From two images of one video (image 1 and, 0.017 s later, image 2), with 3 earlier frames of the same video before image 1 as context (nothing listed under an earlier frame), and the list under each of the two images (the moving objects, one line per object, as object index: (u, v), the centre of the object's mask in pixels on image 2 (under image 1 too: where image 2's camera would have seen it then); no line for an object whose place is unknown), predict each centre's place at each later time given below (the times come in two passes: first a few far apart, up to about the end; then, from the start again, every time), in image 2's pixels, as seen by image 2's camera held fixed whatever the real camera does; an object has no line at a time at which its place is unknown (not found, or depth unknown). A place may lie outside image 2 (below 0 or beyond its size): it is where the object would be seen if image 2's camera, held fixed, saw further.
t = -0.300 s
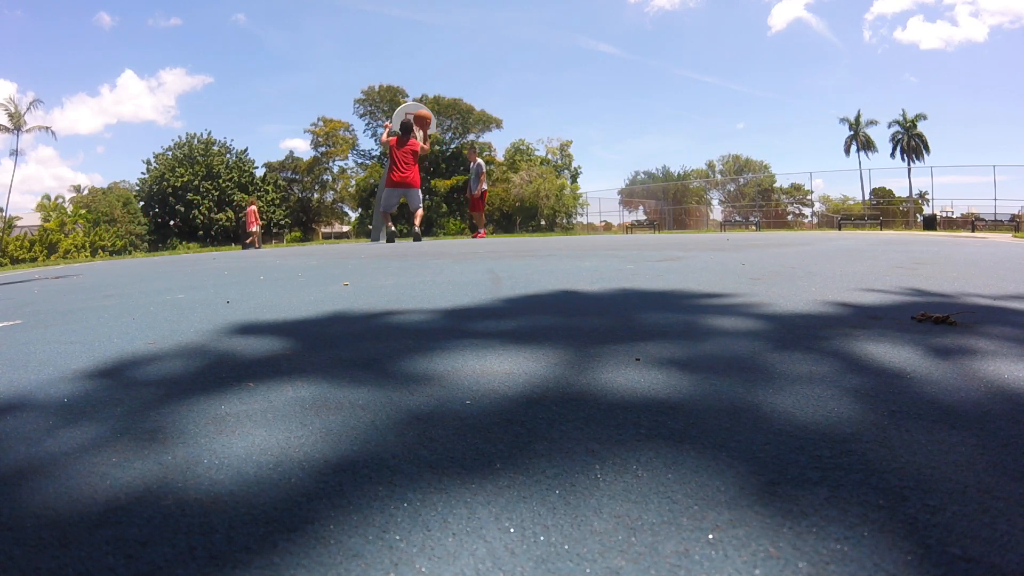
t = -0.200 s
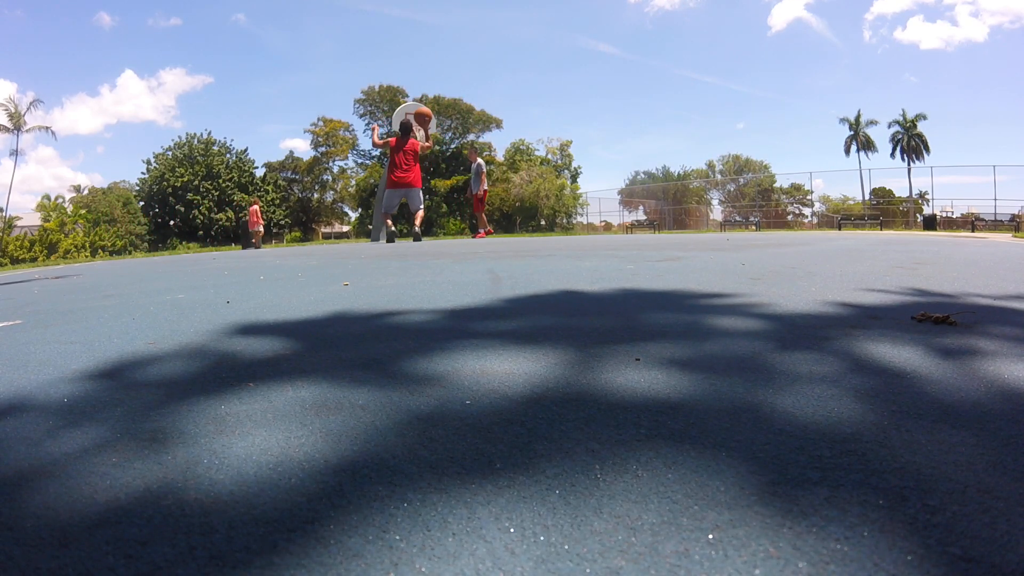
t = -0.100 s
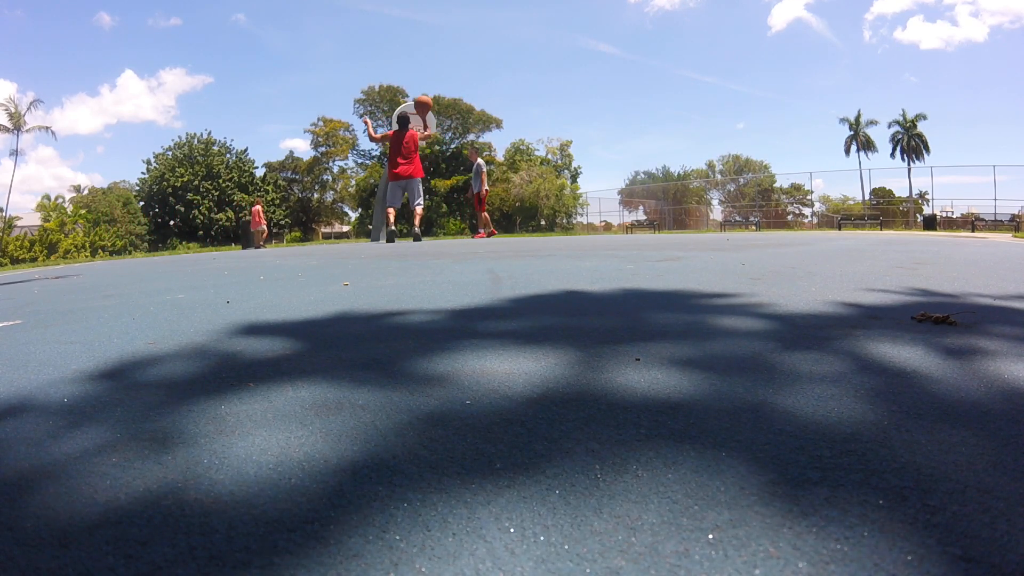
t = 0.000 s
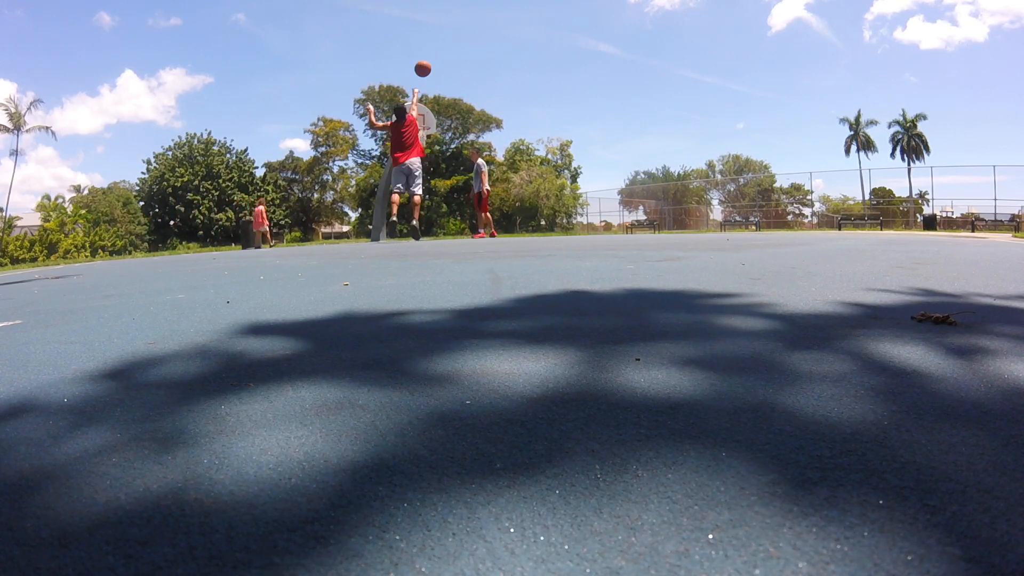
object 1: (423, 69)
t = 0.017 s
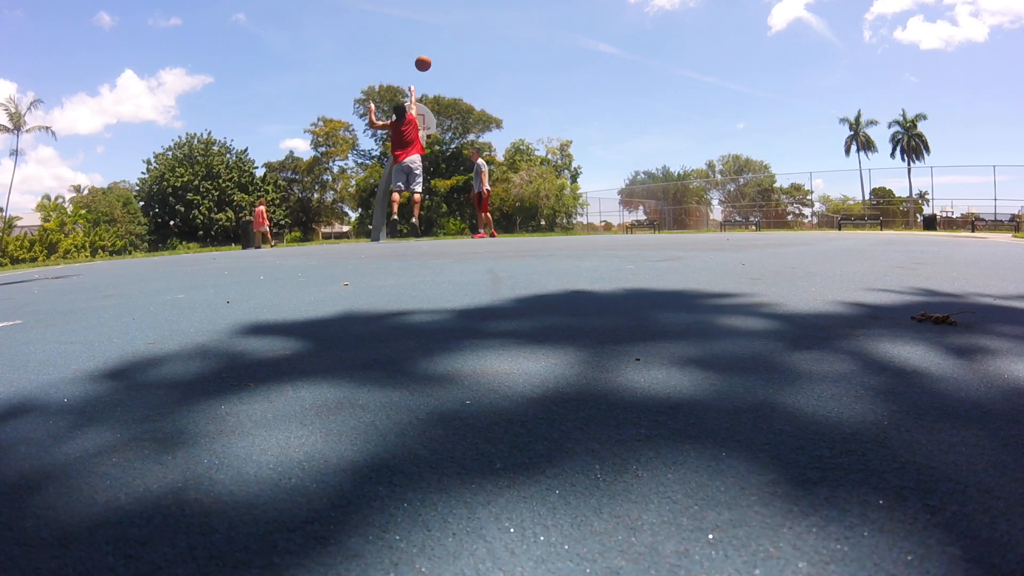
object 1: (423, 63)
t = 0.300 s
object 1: (426, 15)
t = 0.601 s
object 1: (429, 16)
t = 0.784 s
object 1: (430, 33)
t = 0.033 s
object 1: (423, 58)
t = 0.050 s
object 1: (423, 54)
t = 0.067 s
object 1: (423, 49)
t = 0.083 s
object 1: (424, 45)
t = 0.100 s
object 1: (424, 42)
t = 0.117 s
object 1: (424, 38)
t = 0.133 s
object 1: (424, 35)
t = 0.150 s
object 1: (424, 32)
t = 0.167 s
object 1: (425, 29)
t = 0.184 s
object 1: (425, 27)
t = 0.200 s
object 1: (425, 25)
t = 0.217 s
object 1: (425, 23)
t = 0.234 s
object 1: (426, 21)
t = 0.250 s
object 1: (426, 19)
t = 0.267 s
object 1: (426, 17)
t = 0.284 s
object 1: (426, 16)
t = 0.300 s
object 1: (426, 15)
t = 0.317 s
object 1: (426, 14)
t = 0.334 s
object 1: (427, 13)
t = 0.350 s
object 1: (427, 13)
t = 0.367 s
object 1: (427, 12)
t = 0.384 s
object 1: (427, 12)
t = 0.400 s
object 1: (427, 11)
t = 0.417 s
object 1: (427, 11)
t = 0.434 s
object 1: (428, 11)
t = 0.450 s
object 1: (428, 11)
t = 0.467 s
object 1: (428, 11)
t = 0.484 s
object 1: (428, 11)
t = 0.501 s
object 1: (428, 12)
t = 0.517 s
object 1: (428, 12)
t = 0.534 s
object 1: (428, 13)
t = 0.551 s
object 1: (429, 14)
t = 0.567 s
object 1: (429, 15)
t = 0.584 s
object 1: (429, 15)
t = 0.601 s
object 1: (429, 16)
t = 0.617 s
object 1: (429, 18)
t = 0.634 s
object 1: (429, 19)
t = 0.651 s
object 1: (429, 20)
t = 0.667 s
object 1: (429, 22)
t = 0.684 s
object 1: (430, 23)
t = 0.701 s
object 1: (430, 25)
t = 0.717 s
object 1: (430, 26)
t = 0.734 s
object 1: (430, 28)
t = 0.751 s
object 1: (430, 30)
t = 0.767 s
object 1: (430, 31)
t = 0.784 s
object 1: (430, 33)
